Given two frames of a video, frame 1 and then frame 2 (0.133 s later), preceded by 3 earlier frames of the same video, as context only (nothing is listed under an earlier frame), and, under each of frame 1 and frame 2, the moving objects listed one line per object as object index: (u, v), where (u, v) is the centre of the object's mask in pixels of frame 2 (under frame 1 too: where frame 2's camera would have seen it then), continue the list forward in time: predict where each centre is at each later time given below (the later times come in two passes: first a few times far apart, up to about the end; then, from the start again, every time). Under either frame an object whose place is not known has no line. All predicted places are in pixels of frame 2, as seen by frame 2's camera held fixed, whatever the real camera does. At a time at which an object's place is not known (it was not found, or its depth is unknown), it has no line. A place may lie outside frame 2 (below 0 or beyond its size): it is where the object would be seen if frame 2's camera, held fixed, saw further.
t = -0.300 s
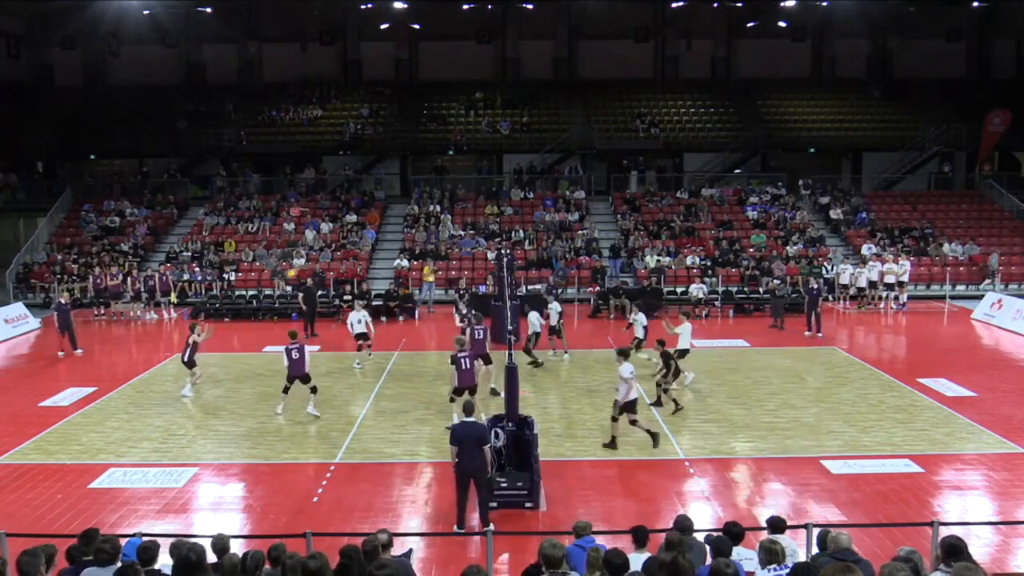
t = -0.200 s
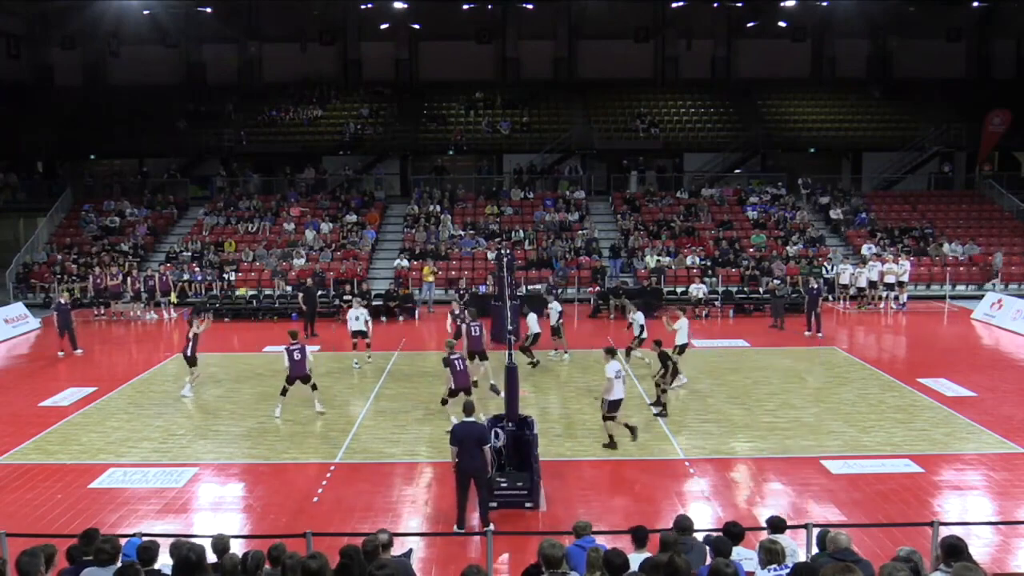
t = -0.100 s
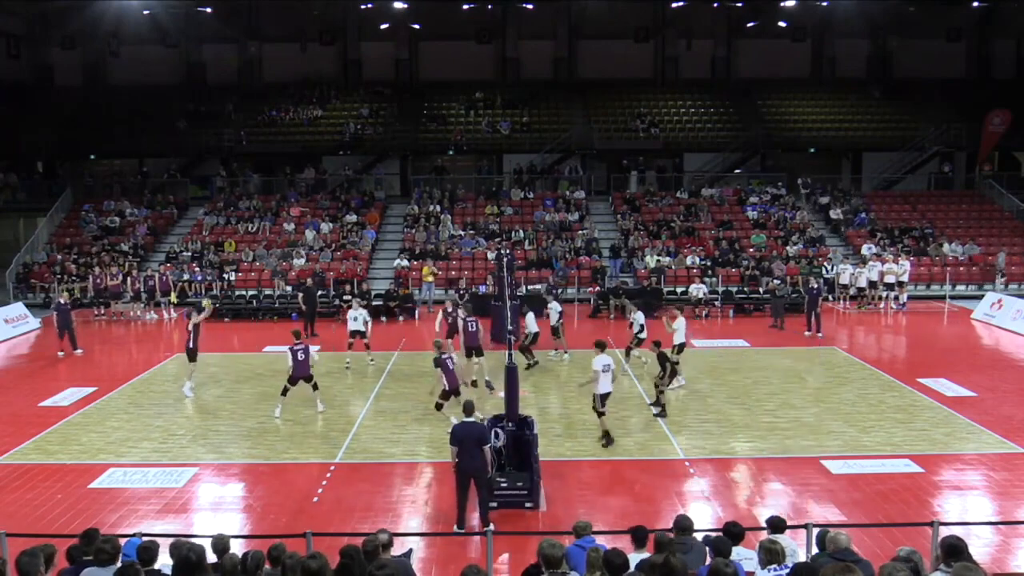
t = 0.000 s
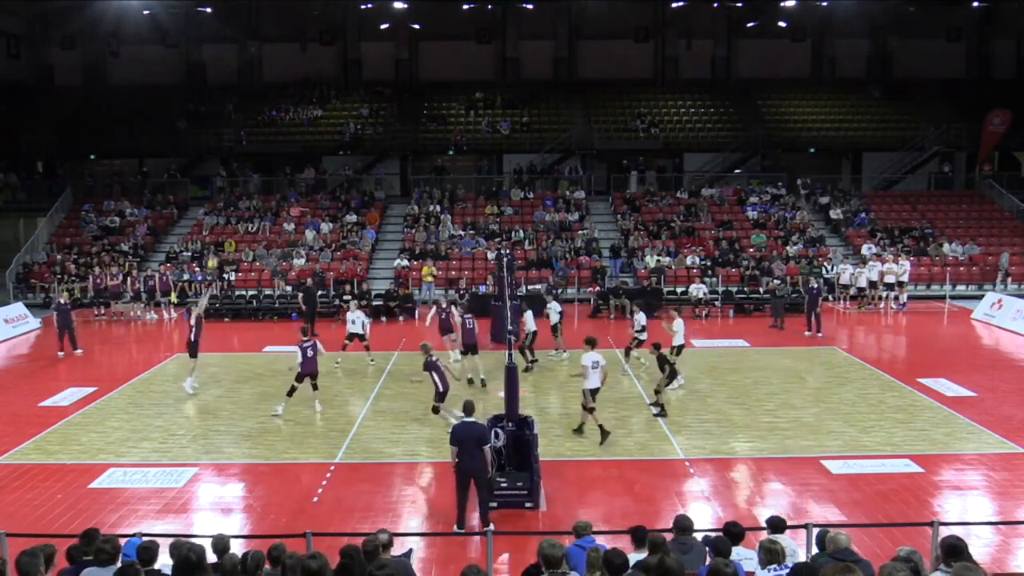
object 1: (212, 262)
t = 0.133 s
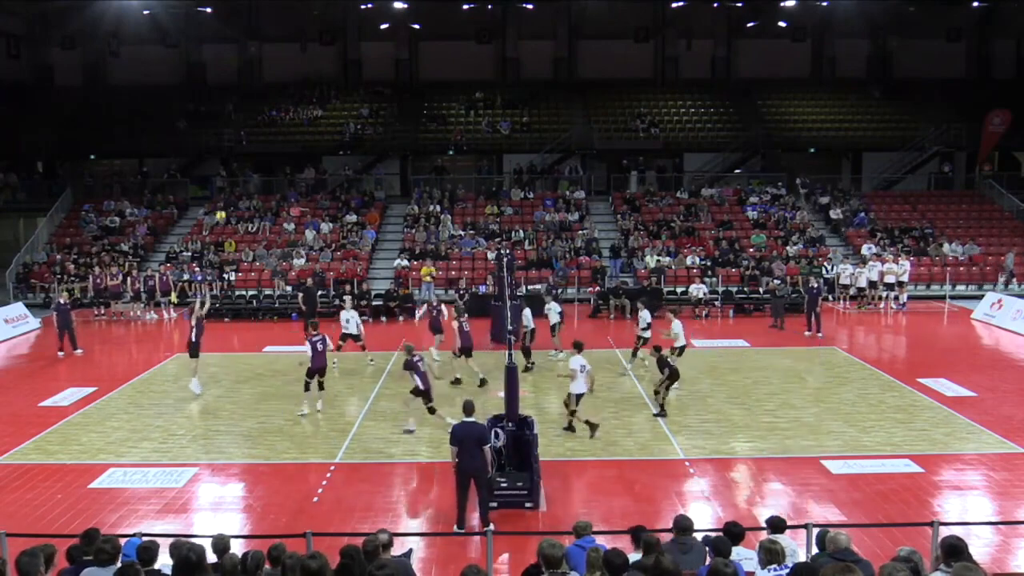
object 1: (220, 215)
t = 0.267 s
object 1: (228, 177)
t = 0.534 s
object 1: (243, 124)
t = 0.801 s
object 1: (262, 105)
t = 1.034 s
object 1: (279, 115)
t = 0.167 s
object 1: (222, 204)
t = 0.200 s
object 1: (224, 194)
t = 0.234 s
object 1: (225, 185)
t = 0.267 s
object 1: (228, 177)
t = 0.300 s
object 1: (230, 168)
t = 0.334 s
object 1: (232, 160)
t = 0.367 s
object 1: (234, 153)
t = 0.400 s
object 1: (235, 146)
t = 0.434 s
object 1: (237, 140)
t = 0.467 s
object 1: (240, 134)
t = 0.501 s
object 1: (242, 129)
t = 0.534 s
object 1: (243, 124)
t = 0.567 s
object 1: (246, 120)
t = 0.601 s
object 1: (248, 116)
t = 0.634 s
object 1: (250, 112)
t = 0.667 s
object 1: (252, 110)
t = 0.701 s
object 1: (255, 108)
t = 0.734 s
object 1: (257, 106)
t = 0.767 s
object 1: (259, 105)
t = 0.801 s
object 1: (262, 105)
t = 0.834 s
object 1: (264, 104)
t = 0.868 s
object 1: (266, 105)
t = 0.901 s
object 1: (269, 106)
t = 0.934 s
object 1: (271, 107)
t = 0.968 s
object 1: (274, 109)
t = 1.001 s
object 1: (276, 112)
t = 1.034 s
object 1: (279, 115)
